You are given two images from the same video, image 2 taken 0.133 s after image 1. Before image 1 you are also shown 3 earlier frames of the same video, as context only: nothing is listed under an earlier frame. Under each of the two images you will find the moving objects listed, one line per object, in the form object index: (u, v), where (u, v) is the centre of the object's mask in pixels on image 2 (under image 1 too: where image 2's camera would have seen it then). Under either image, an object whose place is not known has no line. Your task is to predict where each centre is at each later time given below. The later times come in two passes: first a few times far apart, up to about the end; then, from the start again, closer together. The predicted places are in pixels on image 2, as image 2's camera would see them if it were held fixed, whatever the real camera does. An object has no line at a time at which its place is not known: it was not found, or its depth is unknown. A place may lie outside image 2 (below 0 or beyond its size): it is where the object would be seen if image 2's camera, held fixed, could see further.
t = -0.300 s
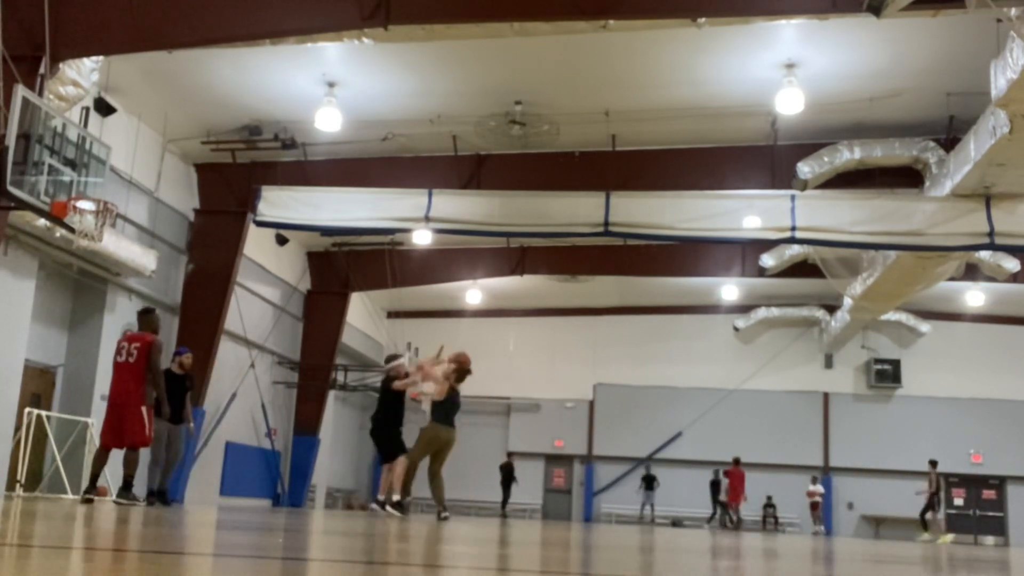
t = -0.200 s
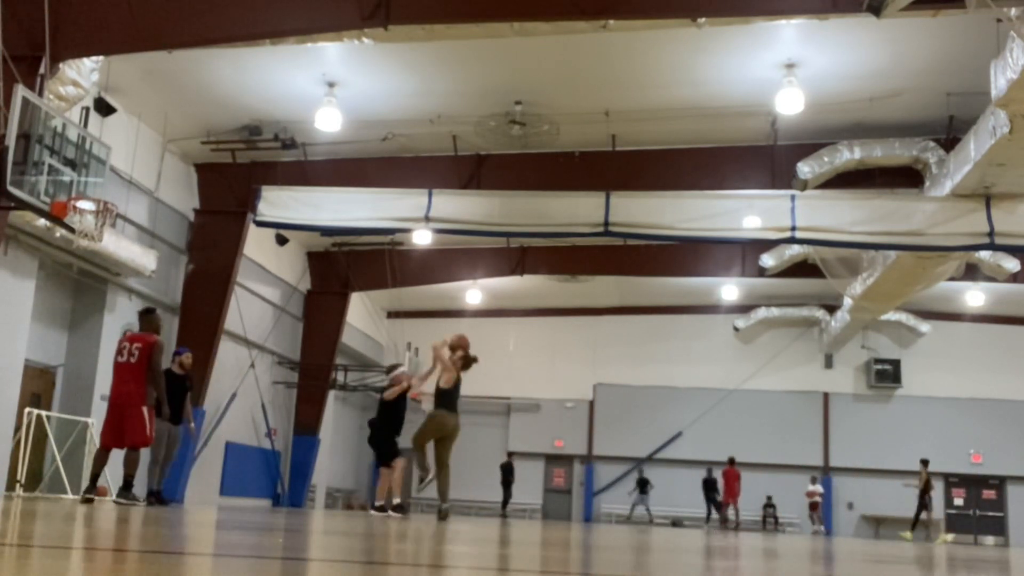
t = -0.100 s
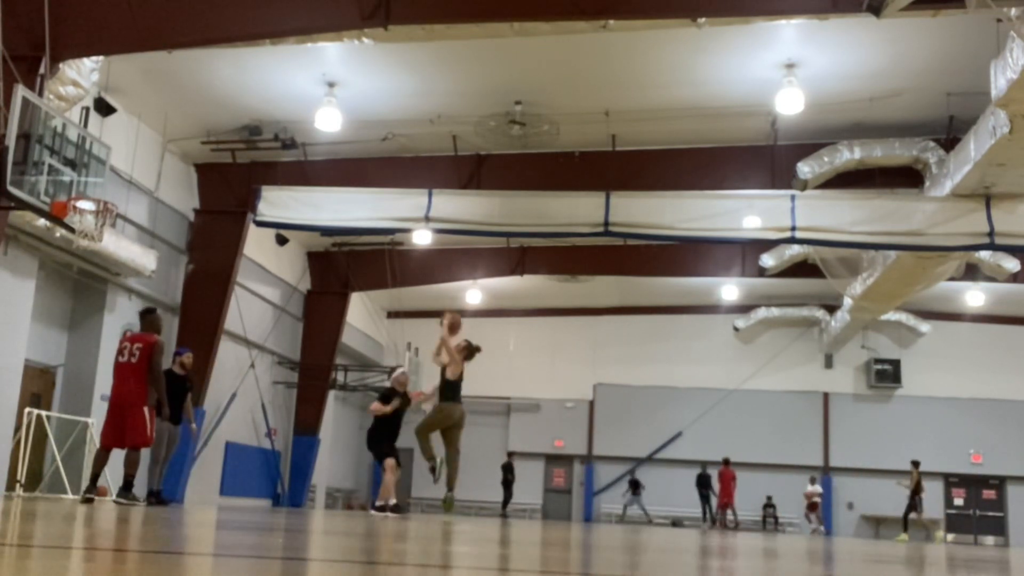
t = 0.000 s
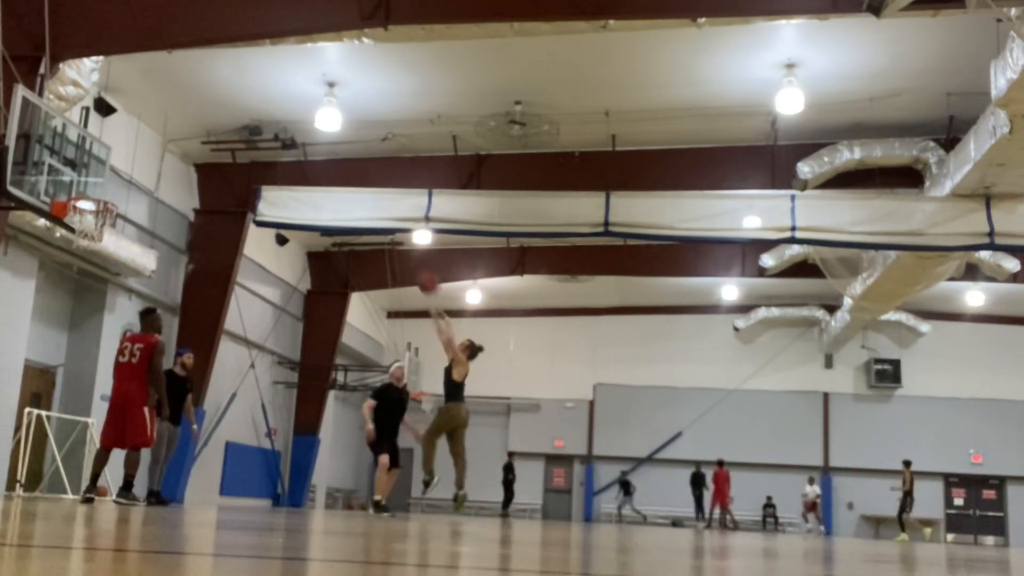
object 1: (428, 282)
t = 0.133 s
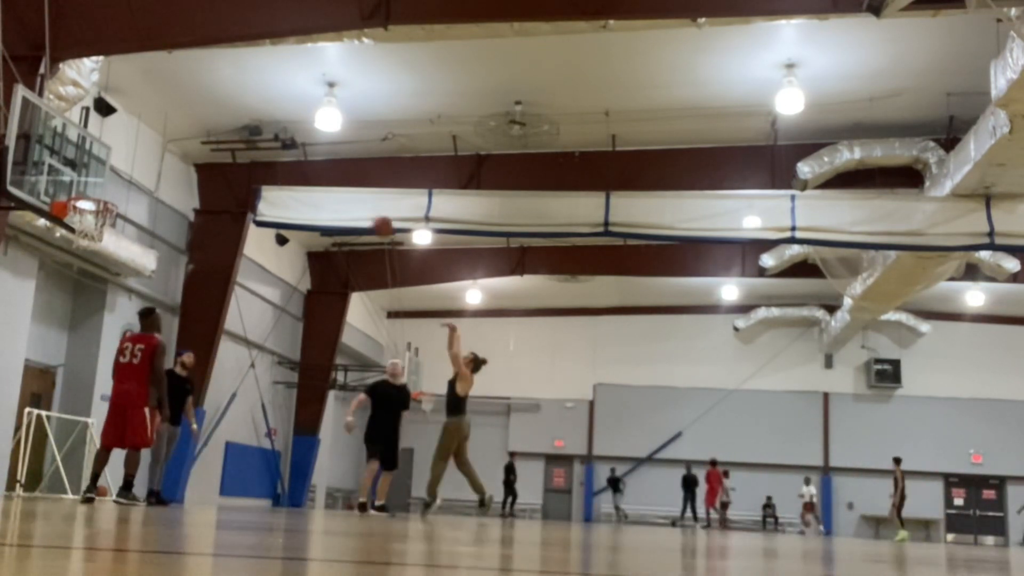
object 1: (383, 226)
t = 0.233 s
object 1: (347, 193)
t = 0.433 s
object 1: (277, 156)
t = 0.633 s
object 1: (200, 152)
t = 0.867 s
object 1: (107, 191)
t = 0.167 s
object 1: (371, 214)
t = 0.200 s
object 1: (359, 203)
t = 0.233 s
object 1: (347, 193)
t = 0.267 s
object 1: (335, 184)
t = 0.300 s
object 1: (324, 177)
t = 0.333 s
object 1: (312, 170)
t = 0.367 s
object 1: (301, 164)
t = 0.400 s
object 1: (289, 159)
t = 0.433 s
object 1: (277, 156)
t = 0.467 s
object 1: (263, 153)
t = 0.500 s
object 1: (252, 150)
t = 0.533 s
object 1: (239, 150)
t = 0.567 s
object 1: (227, 149)
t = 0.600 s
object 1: (213, 150)
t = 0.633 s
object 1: (200, 152)
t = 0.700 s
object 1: (175, 158)
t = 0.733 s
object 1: (161, 163)
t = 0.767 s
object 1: (148, 168)
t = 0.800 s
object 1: (134, 175)
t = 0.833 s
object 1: (121, 182)
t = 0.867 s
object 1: (107, 191)
